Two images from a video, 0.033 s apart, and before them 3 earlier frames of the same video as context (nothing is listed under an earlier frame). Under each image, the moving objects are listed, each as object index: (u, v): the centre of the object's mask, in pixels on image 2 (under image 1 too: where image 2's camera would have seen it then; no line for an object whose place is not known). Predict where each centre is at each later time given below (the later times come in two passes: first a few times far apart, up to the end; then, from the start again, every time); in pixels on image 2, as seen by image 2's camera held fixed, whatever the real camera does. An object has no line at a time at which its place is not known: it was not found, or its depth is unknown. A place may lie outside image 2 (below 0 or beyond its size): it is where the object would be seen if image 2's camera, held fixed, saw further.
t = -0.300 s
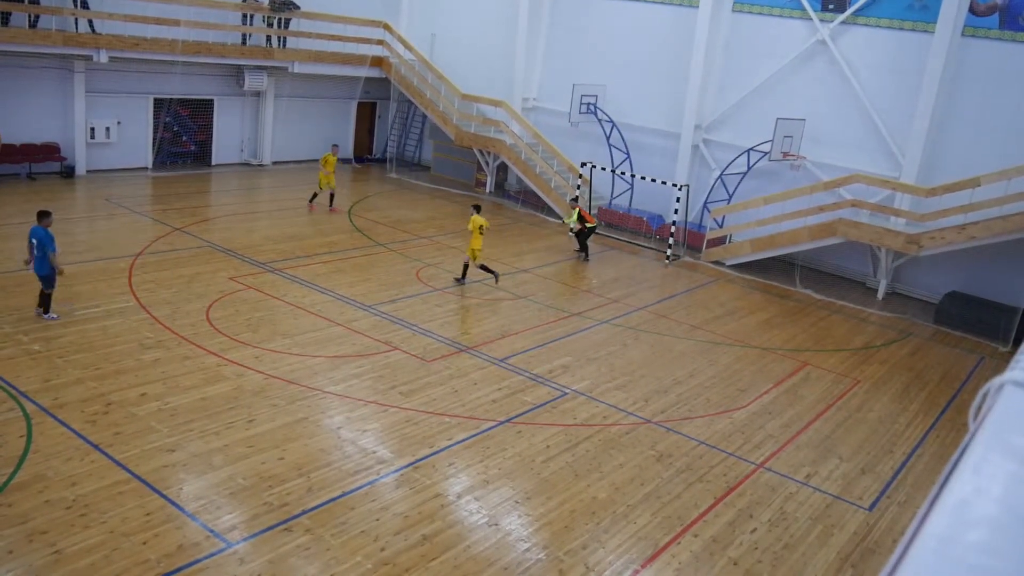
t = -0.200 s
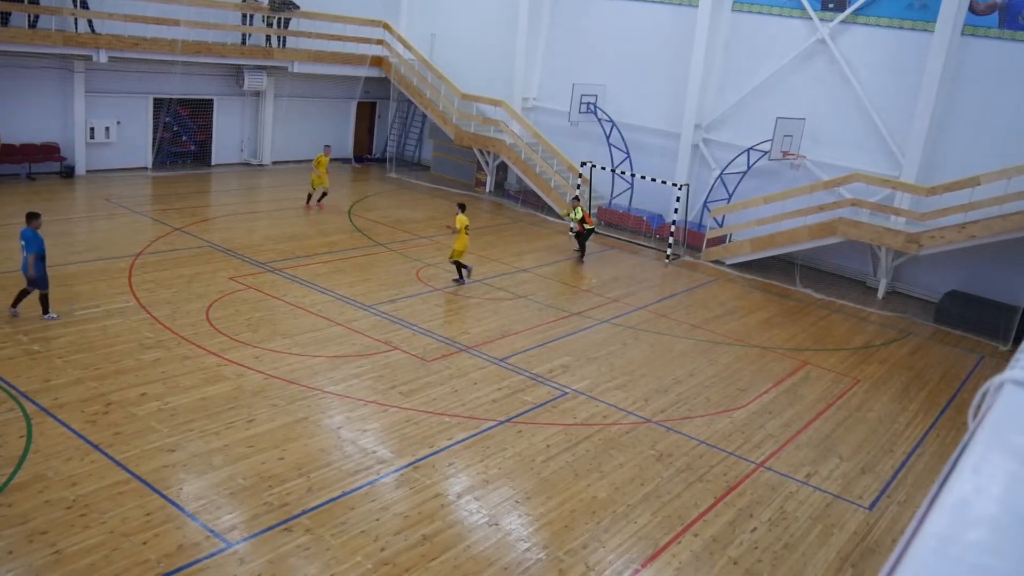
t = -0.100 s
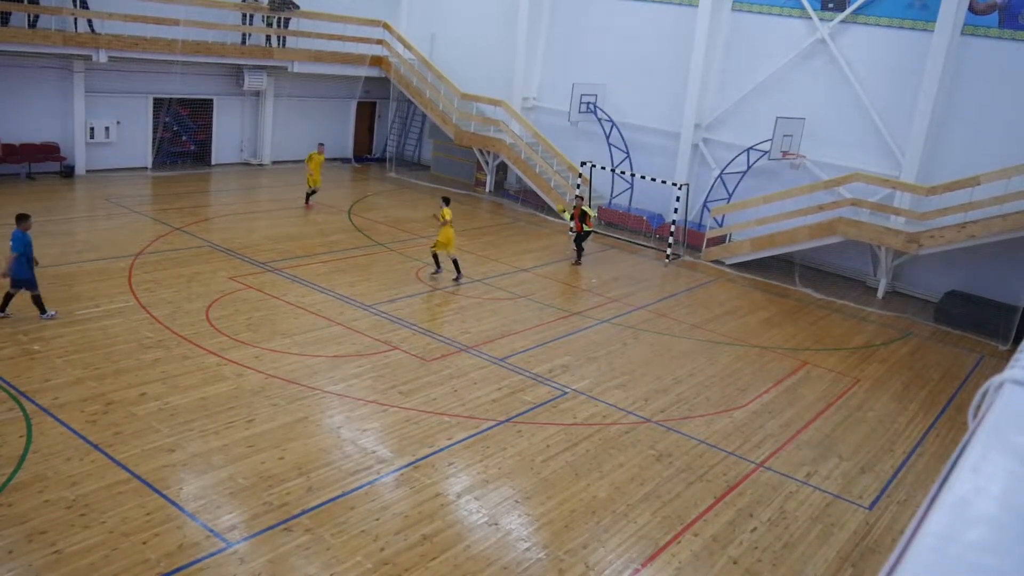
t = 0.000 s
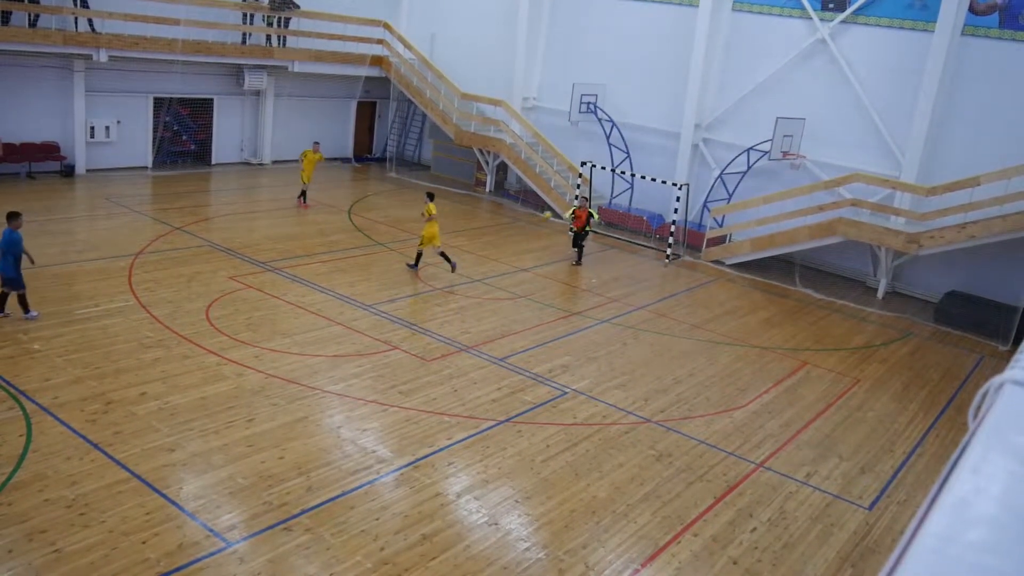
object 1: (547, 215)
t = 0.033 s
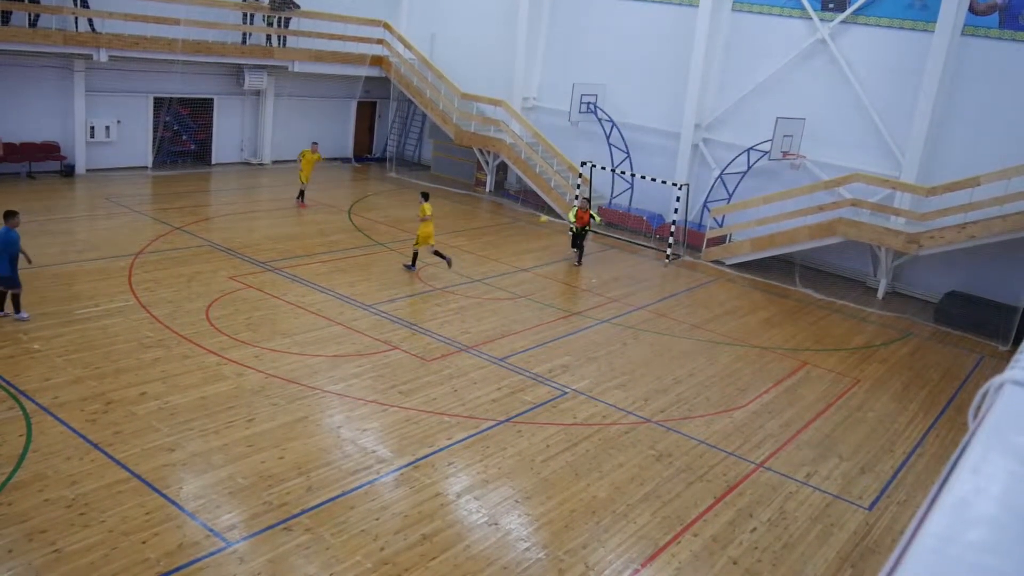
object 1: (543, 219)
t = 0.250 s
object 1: (509, 269)
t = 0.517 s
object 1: (434, 376)
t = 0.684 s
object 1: (386, 406)
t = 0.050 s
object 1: (542, 222)
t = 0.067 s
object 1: (540, 224)
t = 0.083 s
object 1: (538, 228)
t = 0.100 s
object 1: (535, 232)
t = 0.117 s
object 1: (533, 234)
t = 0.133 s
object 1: (531, 238)
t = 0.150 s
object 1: (527, 242)
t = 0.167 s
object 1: (524, 247)
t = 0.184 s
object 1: (522, 252)
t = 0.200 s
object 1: (519, 255)
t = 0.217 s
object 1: (515, 260)
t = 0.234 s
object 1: (513, 264)
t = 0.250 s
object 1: (509, 269)
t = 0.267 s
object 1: (505, 275)
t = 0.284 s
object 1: (502, 280)
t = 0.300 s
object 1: (498, 286)
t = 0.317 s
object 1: (493, 292)
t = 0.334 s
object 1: (489, 298)
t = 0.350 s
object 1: (485, 305)
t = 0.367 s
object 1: (480, 313)
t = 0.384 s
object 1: (476, 320)
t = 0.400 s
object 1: (470, 326)
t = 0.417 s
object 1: (465, 334)
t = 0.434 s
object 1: (461, 342)
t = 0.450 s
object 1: (454, 351)
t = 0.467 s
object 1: (448, 361)
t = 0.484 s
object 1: (442, 371)
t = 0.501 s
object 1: (438, 376)
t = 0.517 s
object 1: (434, 376)
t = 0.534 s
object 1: (430, 379)
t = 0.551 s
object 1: (427, 381)
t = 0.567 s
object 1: (422, 384)
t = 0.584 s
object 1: (416, 385)
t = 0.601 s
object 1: (412, 388)
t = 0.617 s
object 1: (407, 391)
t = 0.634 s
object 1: (401, 396)
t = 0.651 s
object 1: (397, 398)
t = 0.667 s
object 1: (392, 403)
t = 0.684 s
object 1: (386, 406)
